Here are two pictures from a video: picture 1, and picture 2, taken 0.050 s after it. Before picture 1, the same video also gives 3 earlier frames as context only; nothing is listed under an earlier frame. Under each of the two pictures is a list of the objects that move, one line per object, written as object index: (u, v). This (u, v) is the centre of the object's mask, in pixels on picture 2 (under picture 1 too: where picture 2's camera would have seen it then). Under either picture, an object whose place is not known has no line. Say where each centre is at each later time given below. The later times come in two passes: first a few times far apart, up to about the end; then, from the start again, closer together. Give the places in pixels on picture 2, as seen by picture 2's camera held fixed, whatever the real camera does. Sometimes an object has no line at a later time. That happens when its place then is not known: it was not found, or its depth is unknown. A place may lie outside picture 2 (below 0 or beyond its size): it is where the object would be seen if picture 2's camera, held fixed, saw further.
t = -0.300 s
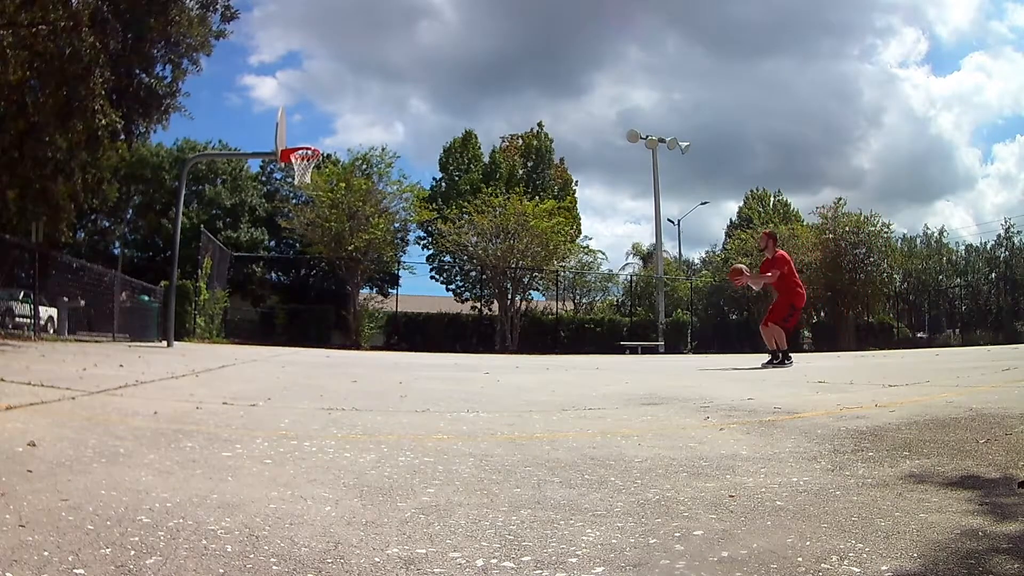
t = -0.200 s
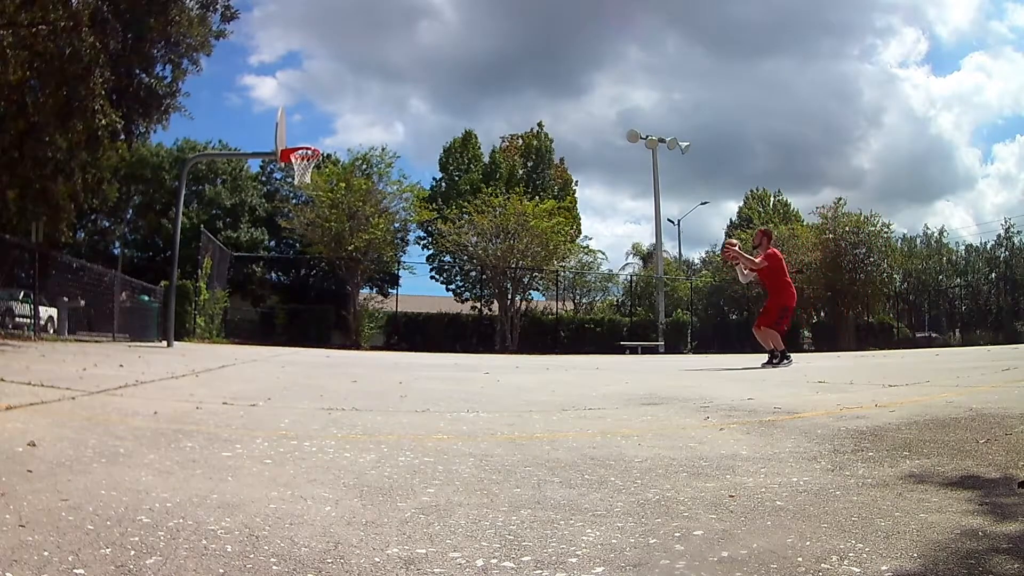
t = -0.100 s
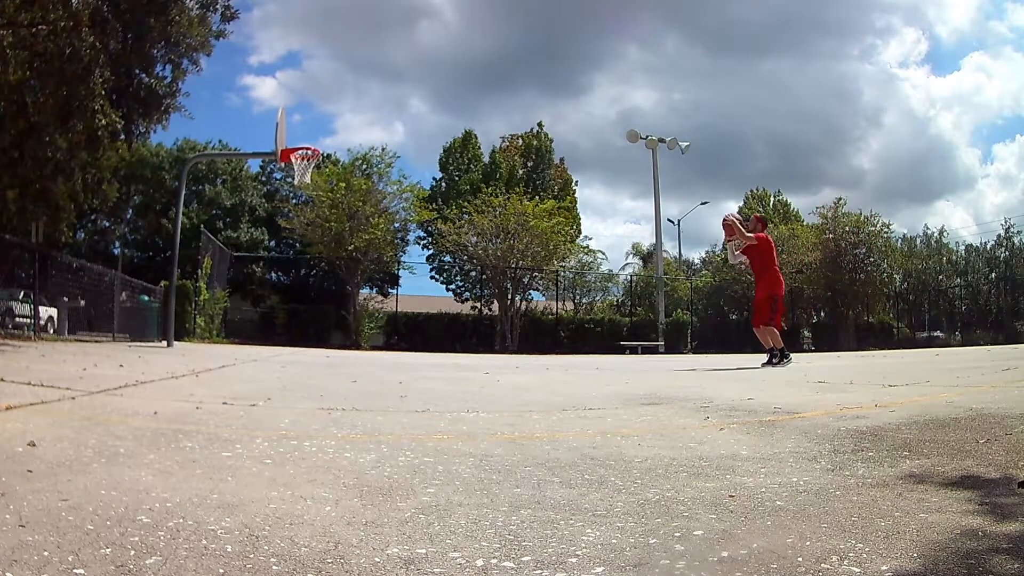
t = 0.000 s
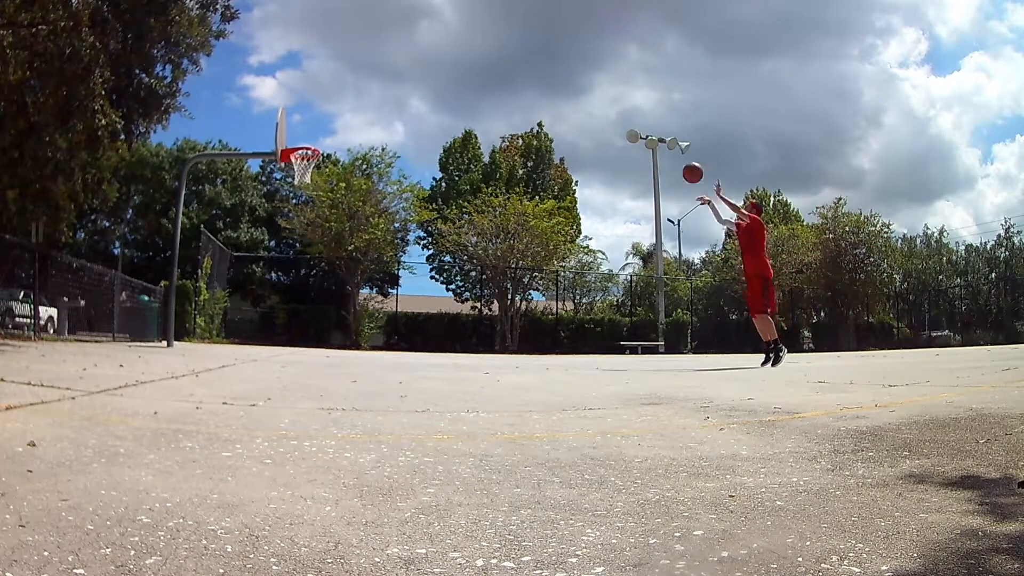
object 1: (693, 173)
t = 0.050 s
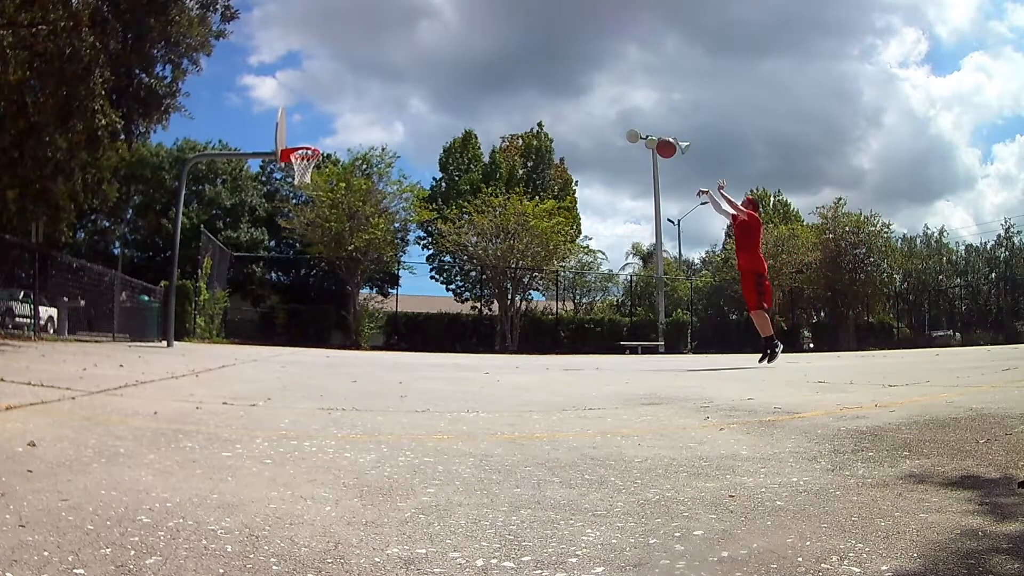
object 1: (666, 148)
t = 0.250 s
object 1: (569, 80)
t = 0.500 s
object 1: (469, 50)
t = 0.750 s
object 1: (385, 65)
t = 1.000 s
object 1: (311, 114)
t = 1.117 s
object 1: (294, 143)
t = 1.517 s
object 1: (292, 173)
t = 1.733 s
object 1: (300, 189)
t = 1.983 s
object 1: (307, 233)
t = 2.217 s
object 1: (313, 313)
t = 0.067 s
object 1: (657, 141)
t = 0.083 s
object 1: (649, 133)
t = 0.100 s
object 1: (640, 126)
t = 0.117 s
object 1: (632, 120)
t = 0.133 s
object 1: (624, 114)
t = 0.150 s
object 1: (616, 108)
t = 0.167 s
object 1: (608, 103)
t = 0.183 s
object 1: (599, 98)
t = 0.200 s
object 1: (592, 93)
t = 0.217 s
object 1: (584, 88)
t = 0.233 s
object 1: (576, 84)
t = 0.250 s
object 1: (569, 80)
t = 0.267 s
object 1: (562, 76)
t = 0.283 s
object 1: (554, 73)
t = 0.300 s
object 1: (547, 70)
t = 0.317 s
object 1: (540, 67)
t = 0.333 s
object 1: (533, 64)
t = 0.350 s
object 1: (526, 62)
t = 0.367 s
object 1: (519, 60)
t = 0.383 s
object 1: (513, 58)
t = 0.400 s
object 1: (506, 56)
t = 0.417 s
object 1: (500, 55)
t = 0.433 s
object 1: (493, 53)
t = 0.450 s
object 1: (487, 52)
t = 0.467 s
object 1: (481, 51)
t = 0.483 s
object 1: (475, 51)
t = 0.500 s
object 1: (469, 50)
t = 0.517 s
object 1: (463, 50)
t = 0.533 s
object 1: (457, 50)
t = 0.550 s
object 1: (451, 50)
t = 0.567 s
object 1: (445, 50)
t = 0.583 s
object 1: (439, 51)
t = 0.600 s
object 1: (434, 52)
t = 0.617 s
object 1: (428, 52)
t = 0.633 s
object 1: (422, 54)
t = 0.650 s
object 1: (417, 55)
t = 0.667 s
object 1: (411, 56)
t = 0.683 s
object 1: (406, 58)
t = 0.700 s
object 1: (401, 59)
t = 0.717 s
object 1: (395, 61)
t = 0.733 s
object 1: (390, 63)
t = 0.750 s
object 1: (385, 65)
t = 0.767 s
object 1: (379, 67)
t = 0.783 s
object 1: (374, 70)
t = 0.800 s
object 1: (369, 72)
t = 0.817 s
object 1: (364, 75)
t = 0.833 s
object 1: (359, 78)
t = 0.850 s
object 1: (354, 81)
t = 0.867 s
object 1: (349, 84)
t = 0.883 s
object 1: (344, 88)
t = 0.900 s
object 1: (339, 91)
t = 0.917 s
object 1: (334, 94)
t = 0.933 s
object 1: (330, 98)
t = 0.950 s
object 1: (325, 102)
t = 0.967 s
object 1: (320, 106)
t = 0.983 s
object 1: (316, 110)
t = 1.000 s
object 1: (311, 114)
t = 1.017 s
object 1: (307, 119)
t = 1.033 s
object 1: (302, 123)
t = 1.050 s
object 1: (297, 128)
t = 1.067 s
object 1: (293, 133)
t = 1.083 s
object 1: (288, 138)
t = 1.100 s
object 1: (291, 141)
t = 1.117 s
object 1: (294, 143)
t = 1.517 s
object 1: (292, 173)
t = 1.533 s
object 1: (292, 173)
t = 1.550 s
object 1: (292, 175)
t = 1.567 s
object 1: (292, 176)
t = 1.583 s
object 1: (293, 176)
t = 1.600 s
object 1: (293, 176)
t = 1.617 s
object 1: (294, 178)
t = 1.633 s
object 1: (295, 178)
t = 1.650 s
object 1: (296, 181)
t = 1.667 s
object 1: (296, 182)
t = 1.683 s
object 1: (296, 183)
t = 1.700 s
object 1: (298, 184)
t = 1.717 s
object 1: (299, 188)
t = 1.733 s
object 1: (300, 189)
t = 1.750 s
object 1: (299, 189)
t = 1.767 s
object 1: (300, 190)
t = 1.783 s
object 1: (301, 192)
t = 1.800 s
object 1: (302, 195)
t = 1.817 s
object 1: (303, 197)
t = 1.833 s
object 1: (303, 200)
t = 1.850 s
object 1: (303, 204)
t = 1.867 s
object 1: (304, 207)
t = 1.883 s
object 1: (304, 210)
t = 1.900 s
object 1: (304, 214)
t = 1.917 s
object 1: (305, 217)
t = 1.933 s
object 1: (306, 221)
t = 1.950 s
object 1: (306, 225)
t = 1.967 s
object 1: (306, 230)
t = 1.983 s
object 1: (307, 233)
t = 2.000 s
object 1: (307, 238)
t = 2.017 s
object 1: (308, 243)
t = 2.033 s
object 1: (308, 248)
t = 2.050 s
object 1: (308, 253)
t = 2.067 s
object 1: (309, 258)
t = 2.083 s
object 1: (309, 264)
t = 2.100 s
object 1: (310, 269)
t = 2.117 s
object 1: (310, 275)
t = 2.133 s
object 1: (311, 281)
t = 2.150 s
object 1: (311, 287)
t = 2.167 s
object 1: (311, 294)
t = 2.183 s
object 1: (312, 300)
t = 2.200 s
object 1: (312, 307)
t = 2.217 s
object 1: (313, 313)
